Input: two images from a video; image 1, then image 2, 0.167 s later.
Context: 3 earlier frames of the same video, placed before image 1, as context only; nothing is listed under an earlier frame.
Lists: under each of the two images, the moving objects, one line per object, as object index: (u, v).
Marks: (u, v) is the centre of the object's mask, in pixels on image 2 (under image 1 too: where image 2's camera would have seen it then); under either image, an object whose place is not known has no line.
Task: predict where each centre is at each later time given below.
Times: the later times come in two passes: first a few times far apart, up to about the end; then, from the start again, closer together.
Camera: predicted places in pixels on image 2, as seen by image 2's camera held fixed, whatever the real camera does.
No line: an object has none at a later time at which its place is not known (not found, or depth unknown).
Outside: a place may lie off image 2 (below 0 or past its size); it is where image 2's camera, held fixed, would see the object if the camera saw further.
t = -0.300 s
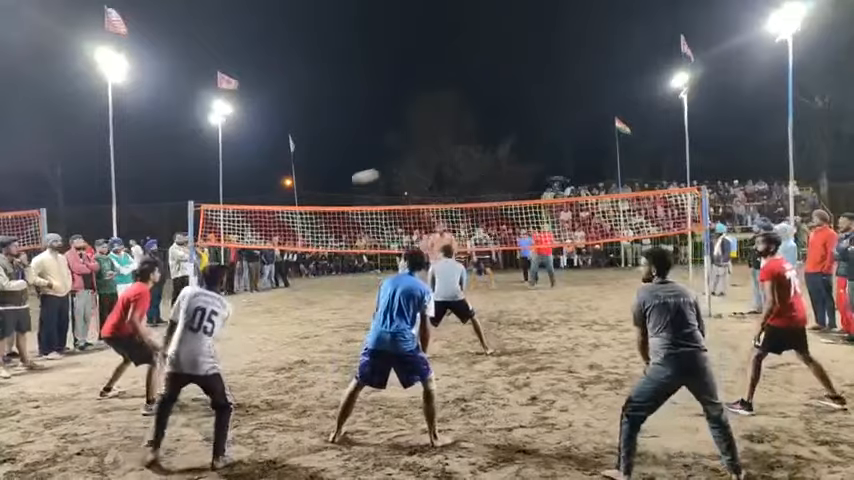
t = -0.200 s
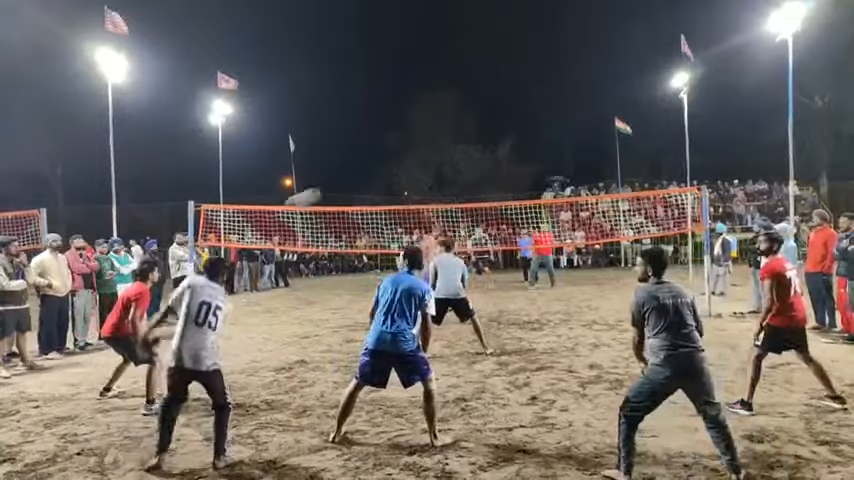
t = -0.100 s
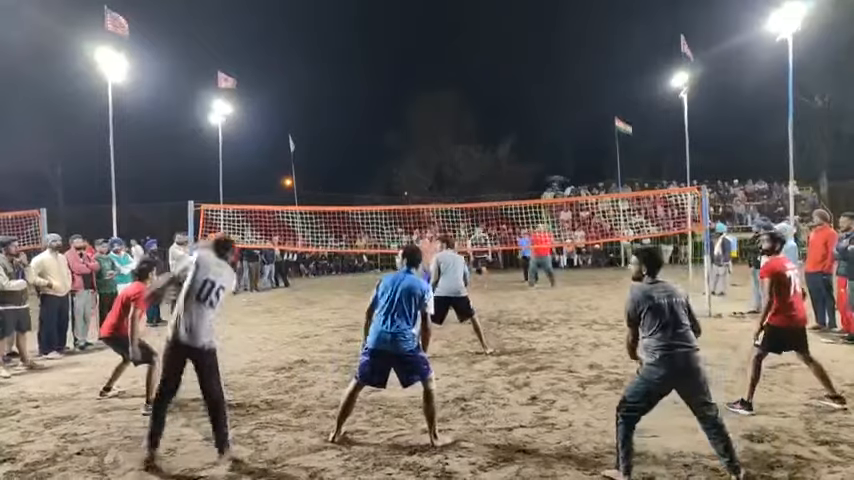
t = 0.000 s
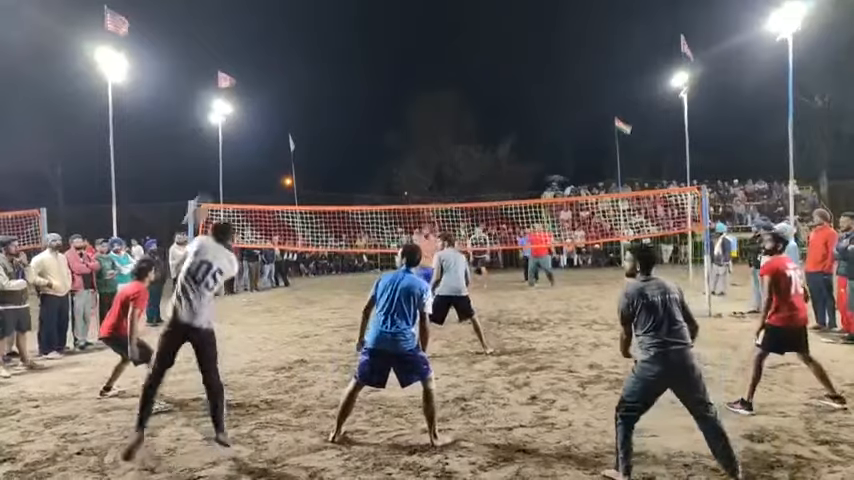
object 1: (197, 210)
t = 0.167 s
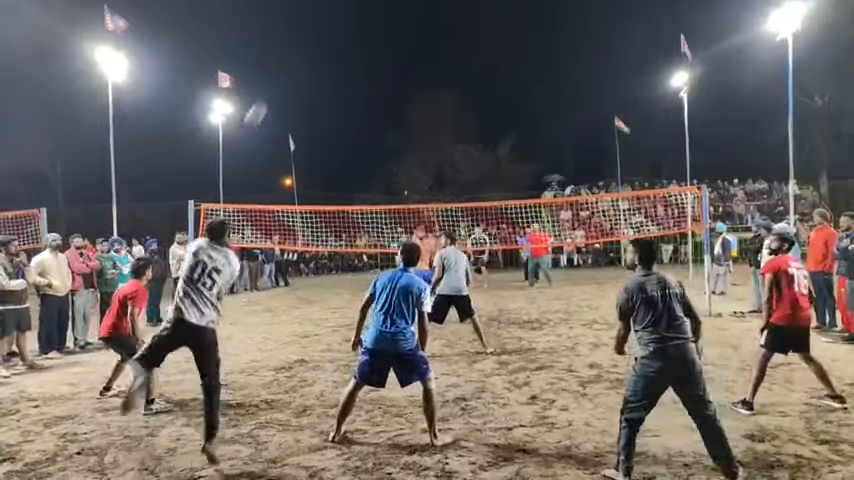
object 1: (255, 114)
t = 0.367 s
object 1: (299, 61)
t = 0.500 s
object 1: (320, 47)
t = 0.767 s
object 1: (350, 55)
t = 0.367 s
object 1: (299, 61)
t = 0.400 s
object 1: (305, 56)
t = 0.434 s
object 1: (310, 52)
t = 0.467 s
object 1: (316, 49)
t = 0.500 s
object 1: (320, 47)
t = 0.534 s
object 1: (324, 46)
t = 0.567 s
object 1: (328, 46)
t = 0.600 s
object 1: (333, 46)
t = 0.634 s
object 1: (336, 47)
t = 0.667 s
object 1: (340, 48)
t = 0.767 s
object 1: (350, 55)
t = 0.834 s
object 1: (356, 62)
